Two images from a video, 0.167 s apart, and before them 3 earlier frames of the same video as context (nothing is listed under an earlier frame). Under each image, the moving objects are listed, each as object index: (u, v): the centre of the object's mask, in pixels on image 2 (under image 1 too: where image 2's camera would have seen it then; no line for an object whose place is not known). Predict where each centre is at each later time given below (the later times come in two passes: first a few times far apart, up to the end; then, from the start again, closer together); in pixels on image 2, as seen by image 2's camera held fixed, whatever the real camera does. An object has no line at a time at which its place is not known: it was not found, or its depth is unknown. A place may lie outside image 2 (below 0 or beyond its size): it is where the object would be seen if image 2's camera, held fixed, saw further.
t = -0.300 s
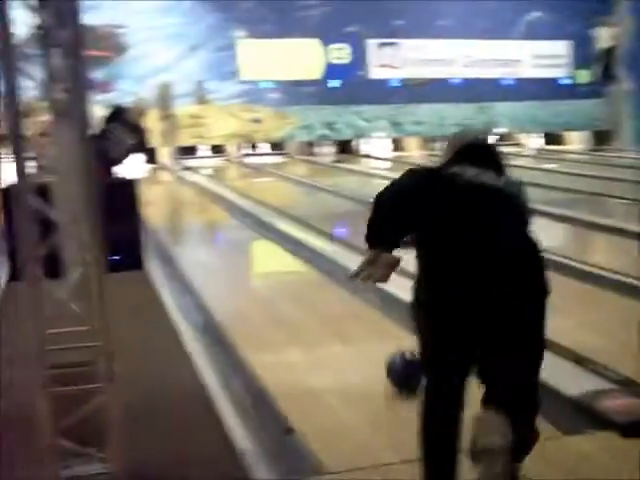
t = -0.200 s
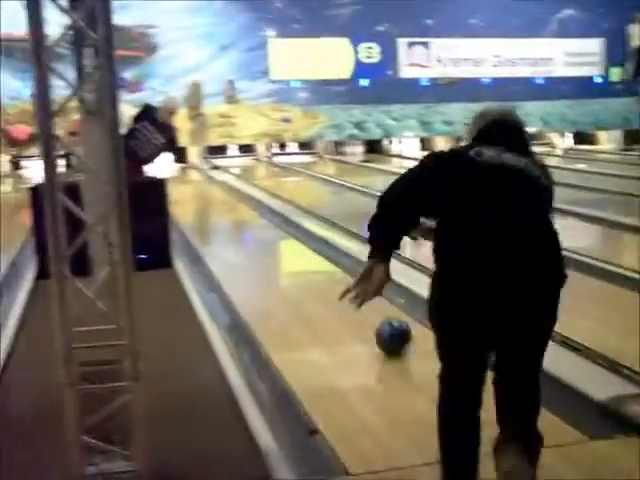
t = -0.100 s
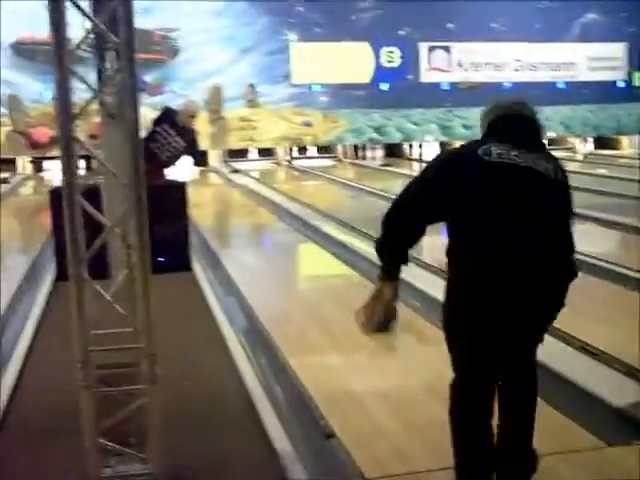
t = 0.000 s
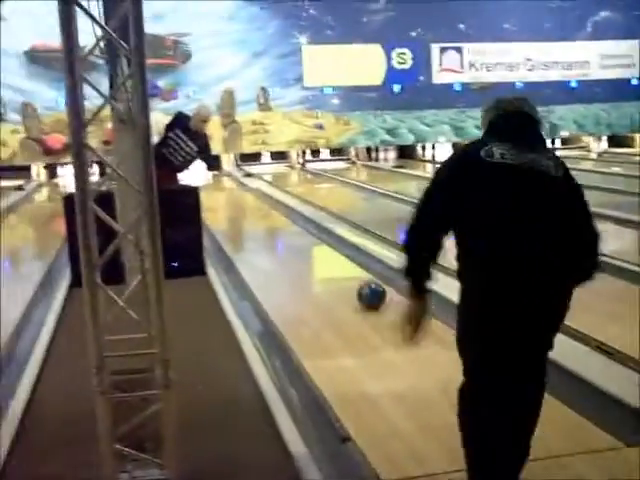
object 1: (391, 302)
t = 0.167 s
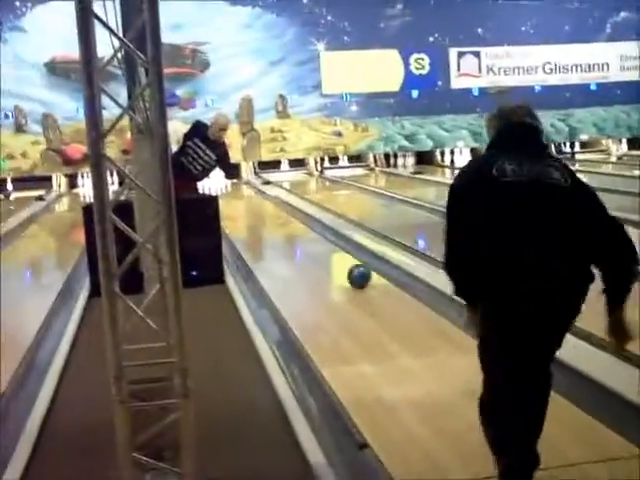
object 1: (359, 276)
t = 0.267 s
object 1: (343, 264)
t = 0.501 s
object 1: (315, 240)
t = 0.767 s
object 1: (293, 223)
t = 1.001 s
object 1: (278, 210)
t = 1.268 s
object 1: (266, 200)
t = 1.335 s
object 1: (264, 198)
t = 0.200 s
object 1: (353, 272)
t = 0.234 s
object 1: (348, 268)
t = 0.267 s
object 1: (343, 264)
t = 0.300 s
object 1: (338, 259)
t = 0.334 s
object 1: (334, 256)
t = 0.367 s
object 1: (329, 252)
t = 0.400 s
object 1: (325, 249)
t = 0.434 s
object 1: (321, 247)
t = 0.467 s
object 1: (318, 244)
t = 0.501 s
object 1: (315, 240)
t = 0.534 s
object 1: (312, 238)
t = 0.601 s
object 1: (306, 233)
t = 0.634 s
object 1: (303, 231)
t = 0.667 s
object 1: (301, 229)
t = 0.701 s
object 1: (298, 227)
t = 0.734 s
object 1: (296, 226)
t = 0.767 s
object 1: (293, 223)
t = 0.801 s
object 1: (291, 221)
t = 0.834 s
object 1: (287, 218)
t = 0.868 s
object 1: (285, 216)
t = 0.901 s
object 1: (283, 214)
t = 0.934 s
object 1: (281, 213)
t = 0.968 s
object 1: (280, 212)
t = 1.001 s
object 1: (278, 210)
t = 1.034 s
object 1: (277, 209)
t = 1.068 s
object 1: (275, 207)
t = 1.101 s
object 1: (273, 205)
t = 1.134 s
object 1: (272, 204)
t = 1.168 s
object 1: (271, 204)
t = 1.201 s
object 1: (270, 202)
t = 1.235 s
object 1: (268, 201)
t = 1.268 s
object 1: (266, 200)
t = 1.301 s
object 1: (265, 199)
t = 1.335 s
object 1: (264, 198)
